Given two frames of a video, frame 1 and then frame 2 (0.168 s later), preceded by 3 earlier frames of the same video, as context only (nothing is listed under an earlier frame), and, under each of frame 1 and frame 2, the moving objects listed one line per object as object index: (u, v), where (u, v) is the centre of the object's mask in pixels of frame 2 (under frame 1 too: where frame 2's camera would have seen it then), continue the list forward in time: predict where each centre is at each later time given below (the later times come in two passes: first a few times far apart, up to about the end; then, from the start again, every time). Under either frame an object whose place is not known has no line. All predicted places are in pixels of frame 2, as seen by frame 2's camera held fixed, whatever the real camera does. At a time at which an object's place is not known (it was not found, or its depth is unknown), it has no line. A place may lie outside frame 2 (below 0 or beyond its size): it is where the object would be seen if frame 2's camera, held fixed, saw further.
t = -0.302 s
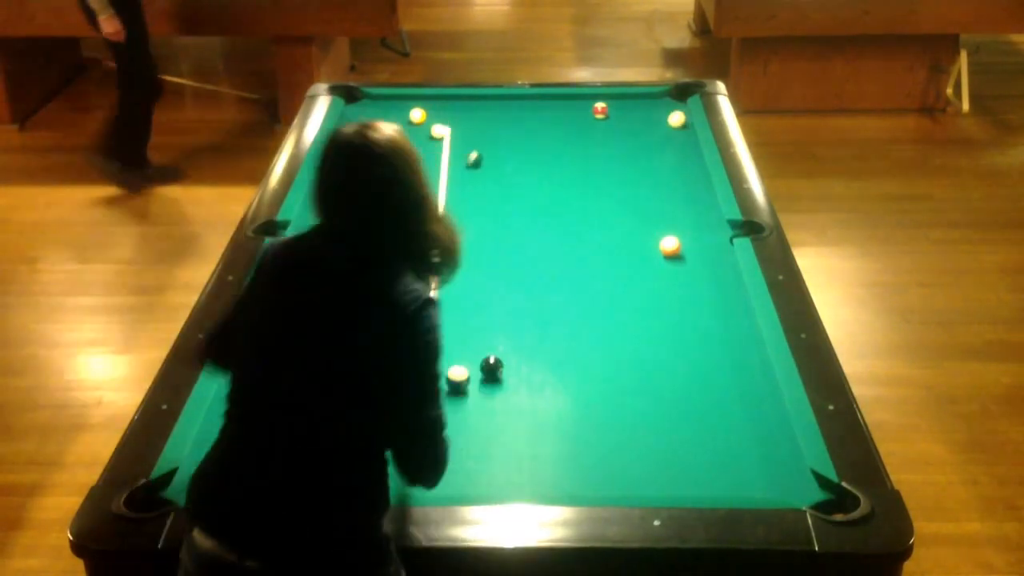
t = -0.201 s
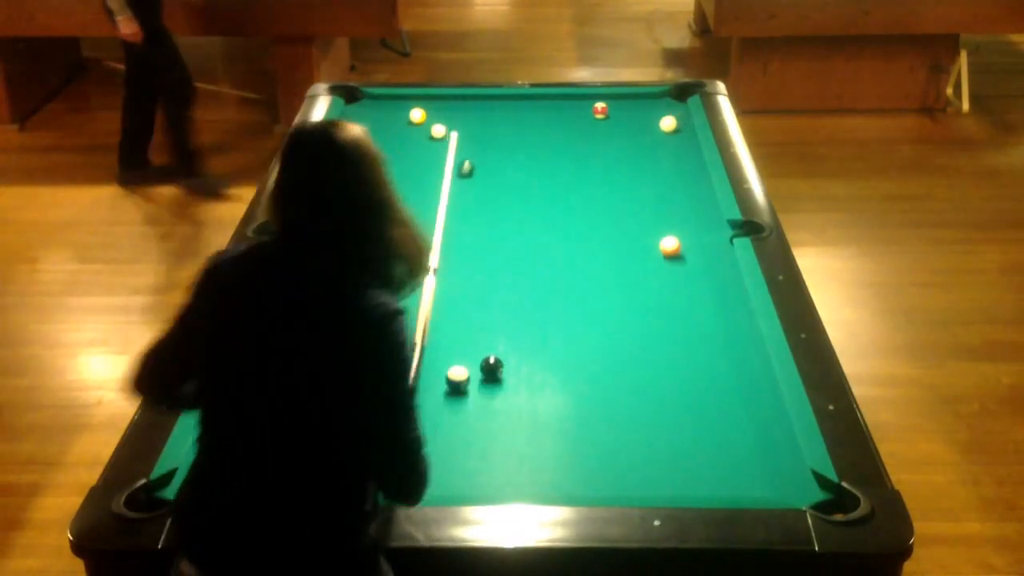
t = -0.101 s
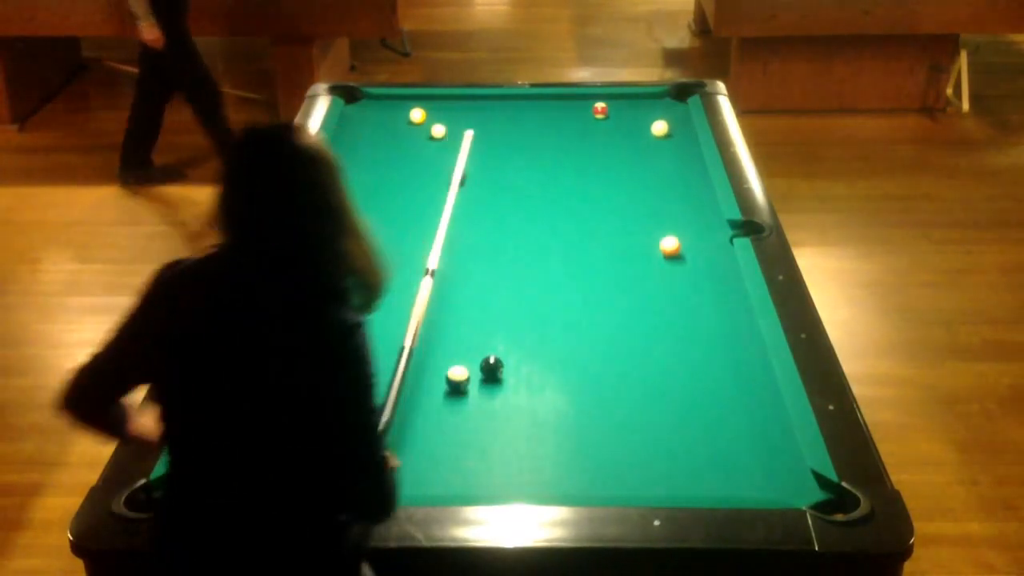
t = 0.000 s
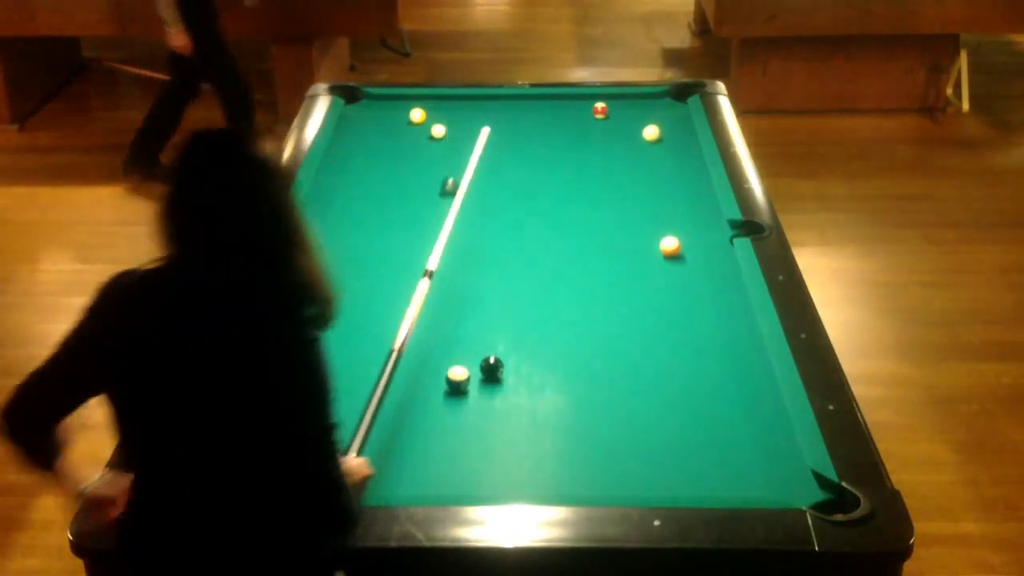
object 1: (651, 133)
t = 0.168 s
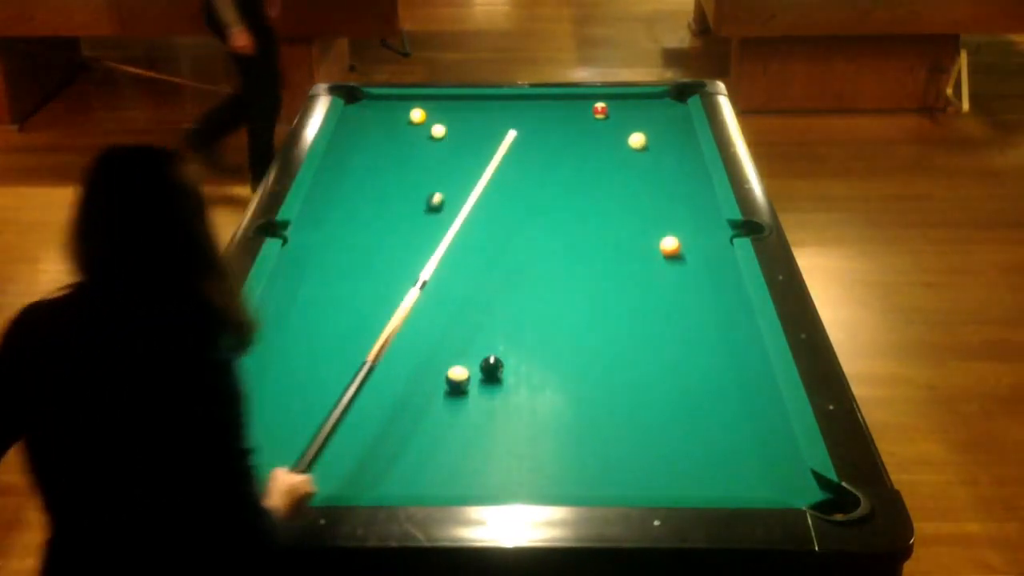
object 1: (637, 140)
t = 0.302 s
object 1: (625, 146)
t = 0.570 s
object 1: (603, 159)
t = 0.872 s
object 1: (577, 172)
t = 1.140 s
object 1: (554, 184)
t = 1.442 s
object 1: (529, 198)
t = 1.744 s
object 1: (504, 211)
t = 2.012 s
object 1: (482, 222)
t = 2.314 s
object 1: (458, 235)
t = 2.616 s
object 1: (435, 247)
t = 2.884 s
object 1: (415, 258)
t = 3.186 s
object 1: (394, 269)
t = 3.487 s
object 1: (374, 280)
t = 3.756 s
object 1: (357, 289)
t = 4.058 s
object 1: (340, 298)
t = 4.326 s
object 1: (325, 306)
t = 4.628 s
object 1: (311, 314)
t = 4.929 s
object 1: (299, 320)
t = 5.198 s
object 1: (290, 325)
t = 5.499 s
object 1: (282, 329)
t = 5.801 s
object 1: (276, 331)
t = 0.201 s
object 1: (634, 142)
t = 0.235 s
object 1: (631, 143)
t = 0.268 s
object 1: (628, 145)
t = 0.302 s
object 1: (625, 146)
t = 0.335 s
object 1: (623, 148)
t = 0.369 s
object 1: (620, 149)
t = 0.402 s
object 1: (617, 151)
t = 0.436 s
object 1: (614, 153)
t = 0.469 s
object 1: (611, 154)
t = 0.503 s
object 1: (608, 155)
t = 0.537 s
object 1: (605, 157)
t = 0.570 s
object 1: (603, 159)
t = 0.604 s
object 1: (600, 160)
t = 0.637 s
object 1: (597, 162)
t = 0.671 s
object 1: (594, 163)
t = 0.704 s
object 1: (591, 165)
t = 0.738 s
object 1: (588, 166)
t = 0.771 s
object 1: (585, 168)
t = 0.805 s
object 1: (583, 169)
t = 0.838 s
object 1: (580, 171)
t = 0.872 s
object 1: (577, 172)
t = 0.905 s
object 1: (574, 174)
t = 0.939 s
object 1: (571, 175)
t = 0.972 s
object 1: (568, 177)
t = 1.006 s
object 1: (565, 178)
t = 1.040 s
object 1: (563, 180)
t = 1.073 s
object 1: (560, 181)
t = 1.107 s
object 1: (557, 183)
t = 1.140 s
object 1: (554, 184)
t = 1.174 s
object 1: (551, 186)
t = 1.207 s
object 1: (548, 187)
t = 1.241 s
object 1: (546, 189)
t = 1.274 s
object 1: (543, 190)
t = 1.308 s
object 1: (540, 192)
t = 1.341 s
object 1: (537, 193)
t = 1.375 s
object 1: (534, 195)
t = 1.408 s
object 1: (532, 196)
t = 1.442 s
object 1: (529, 198)
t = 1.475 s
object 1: (526, 199)
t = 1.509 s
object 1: (523, 201)
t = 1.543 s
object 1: (520, 202)
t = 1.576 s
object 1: (518, 204)
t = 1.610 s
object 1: (515, 205)
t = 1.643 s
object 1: (512, 207)
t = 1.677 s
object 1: (509, 208)
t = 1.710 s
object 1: (507, 210)
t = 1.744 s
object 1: (504, 211)
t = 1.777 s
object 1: (501, 212)
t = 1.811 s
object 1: (498, 214)
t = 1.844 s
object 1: (496, 215)
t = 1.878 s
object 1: (493, 217)
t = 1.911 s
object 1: (490, 218)
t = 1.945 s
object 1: (487, 219)
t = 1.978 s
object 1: (485, 221)
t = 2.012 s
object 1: (482, 222)
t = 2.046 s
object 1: (479, 224)
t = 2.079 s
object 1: (477, 225)
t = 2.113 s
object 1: (474, 226)
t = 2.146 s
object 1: (471, 228)
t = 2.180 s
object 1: (469, 229)
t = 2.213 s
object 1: (466, 231)
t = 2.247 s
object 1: (463, 232)
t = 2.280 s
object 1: (460, 233)
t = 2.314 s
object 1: (458, 235)
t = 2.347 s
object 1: (455, 236)
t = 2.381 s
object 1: (453, 238)
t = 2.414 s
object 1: (450, 239)
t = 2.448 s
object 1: (447, 240)
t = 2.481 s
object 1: (445, 242)
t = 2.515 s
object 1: (442, 243)
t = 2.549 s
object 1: (440, 244)
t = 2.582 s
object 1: (437, 246)
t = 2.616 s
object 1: (435, 247)
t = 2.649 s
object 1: (432, 248)
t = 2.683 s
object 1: (430, 250)
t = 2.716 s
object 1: (427, 251)
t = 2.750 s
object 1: (425, 253)
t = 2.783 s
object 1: (422, 254)
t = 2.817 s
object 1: (420, 255)
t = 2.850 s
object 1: (418, 256)
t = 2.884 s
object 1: (415, 258)
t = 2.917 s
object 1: (412, 259)
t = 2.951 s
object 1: (410, 260)
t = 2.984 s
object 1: (408, 261)
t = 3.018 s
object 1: (405, 263)
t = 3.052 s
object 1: (403, 264)
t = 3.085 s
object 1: (401, 265)
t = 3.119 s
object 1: (398, 267)
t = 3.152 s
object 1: (396, 268)
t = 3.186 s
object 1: (394, 269)
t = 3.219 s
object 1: (392, 270)
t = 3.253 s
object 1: (389, 271)
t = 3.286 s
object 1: (387, 273)
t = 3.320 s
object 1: (385, 274)
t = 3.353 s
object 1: (382, 275)
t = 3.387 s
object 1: (380, 276)
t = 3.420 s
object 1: (378, 278)
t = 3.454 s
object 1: (376, 279)
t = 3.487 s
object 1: (374, 280)
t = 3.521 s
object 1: (372, 281)
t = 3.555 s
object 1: (369, 282)
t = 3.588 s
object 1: (368, 283)
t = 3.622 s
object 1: (365, 284)
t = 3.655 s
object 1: (364, 285)
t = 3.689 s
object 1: (361, 286)
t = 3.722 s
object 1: (359, 288)
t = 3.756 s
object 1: (357, 289)
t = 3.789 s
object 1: (355, 290)
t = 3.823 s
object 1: (353, 291)
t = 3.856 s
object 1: (351, 292)
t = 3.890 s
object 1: (350, 293)
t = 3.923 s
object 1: (348, 294)
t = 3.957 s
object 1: (346, 295)
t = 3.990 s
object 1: (344, 296)
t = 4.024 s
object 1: (342, 297)
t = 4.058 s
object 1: (340, 298)
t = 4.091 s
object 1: (338, 299)
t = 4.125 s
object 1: (335, 301)
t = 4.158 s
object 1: (333, 302)
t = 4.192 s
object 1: (332, 303)
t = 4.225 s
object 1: (330, 304)
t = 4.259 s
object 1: (328, 305)
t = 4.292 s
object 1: (326, 306)
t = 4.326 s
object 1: (325, 306)
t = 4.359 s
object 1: (323, 307)
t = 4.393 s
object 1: (322, 308)
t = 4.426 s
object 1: (320, 309)
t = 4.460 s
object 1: (318, 310)
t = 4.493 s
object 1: (317, 311)
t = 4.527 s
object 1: (315, 312)
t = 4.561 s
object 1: (314, 313)
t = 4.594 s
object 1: (312, 313)
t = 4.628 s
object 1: (311, 314)
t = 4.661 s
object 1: (309, 315)
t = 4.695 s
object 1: (308, 315)
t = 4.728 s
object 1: (306, 316)
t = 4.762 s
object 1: (305, 317)
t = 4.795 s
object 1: (304, 318)
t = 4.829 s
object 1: (303, 319)
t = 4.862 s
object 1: (301, 319)
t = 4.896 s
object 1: (300, 320)
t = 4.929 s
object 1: (299, 320)
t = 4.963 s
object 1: (298, 321)
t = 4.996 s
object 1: (297, 321)
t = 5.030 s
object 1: (296, 322)
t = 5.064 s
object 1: (294, 323)
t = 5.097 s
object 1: (293, 323)
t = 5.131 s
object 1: (292, 324)
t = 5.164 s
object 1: (291, 324)
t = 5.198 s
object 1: (290, 325)
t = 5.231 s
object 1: (289, 325)
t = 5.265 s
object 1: (288, 326)
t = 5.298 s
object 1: (287, 326)
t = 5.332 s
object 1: (286, 327)
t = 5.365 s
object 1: (286, 327)
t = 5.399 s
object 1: (284, 328)
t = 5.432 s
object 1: (284, 328)
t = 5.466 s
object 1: (283, 328)
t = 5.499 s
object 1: (282, 329)
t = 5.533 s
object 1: (281, 329)
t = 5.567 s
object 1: (281, 330)
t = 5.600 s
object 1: (280, 330)
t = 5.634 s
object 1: (279, 330)
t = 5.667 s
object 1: (279, 330)
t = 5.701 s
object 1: (278, 331)
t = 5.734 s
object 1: (277, 331)
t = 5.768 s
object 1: (277, 331)
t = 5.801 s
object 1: (276, 331)
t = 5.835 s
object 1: (276, 332)
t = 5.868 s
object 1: (275, 332)
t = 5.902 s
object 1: (275, 332)
